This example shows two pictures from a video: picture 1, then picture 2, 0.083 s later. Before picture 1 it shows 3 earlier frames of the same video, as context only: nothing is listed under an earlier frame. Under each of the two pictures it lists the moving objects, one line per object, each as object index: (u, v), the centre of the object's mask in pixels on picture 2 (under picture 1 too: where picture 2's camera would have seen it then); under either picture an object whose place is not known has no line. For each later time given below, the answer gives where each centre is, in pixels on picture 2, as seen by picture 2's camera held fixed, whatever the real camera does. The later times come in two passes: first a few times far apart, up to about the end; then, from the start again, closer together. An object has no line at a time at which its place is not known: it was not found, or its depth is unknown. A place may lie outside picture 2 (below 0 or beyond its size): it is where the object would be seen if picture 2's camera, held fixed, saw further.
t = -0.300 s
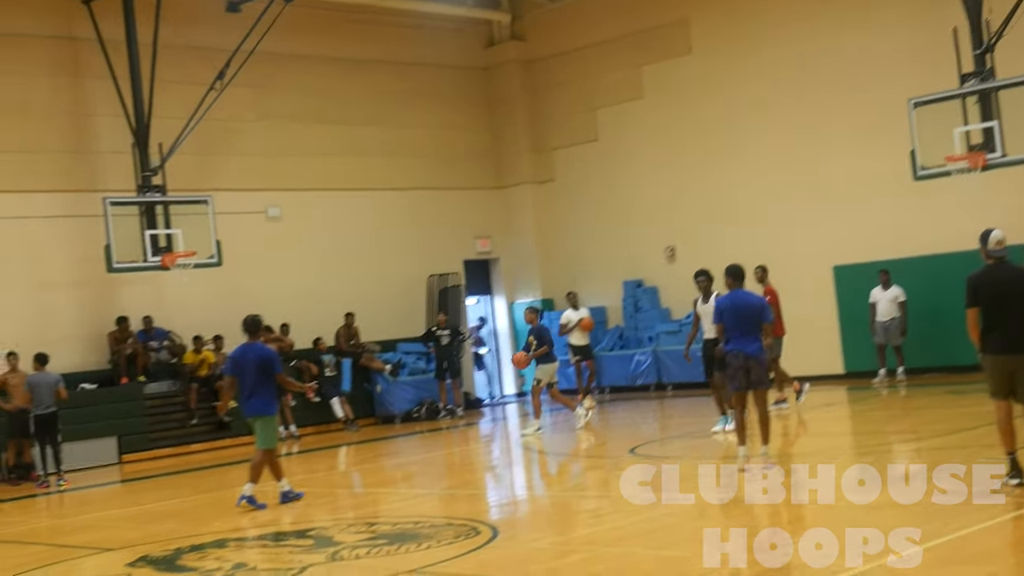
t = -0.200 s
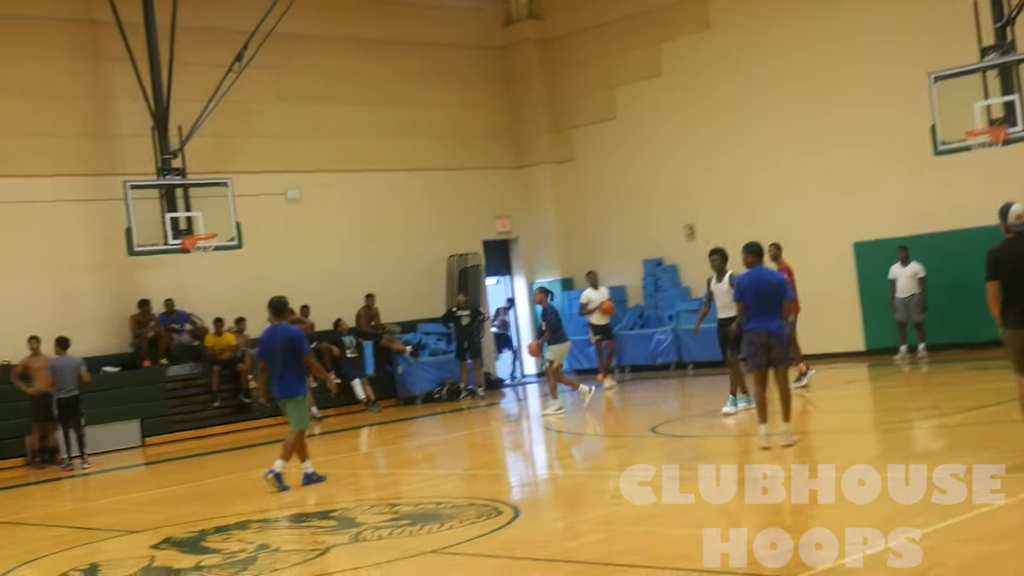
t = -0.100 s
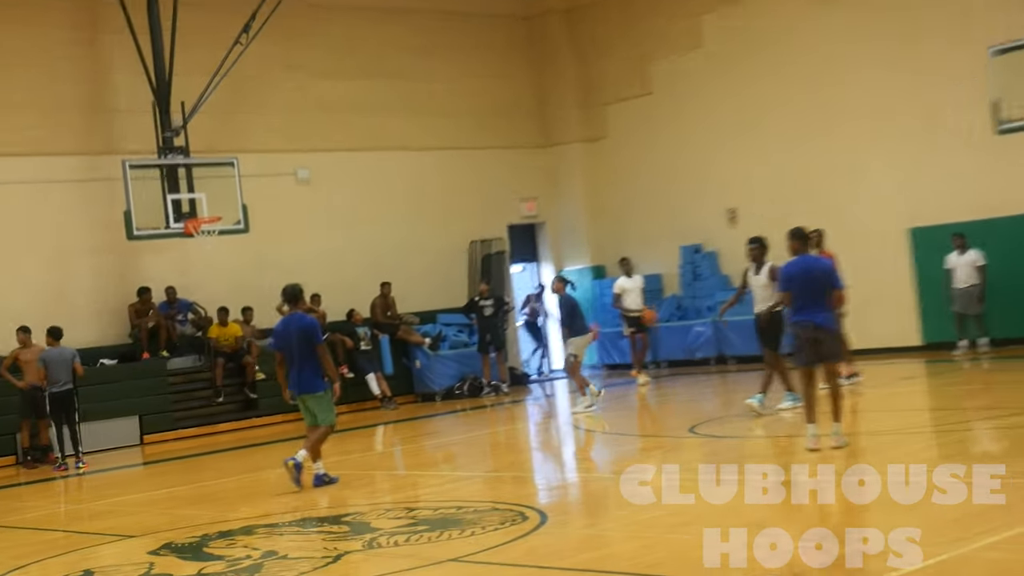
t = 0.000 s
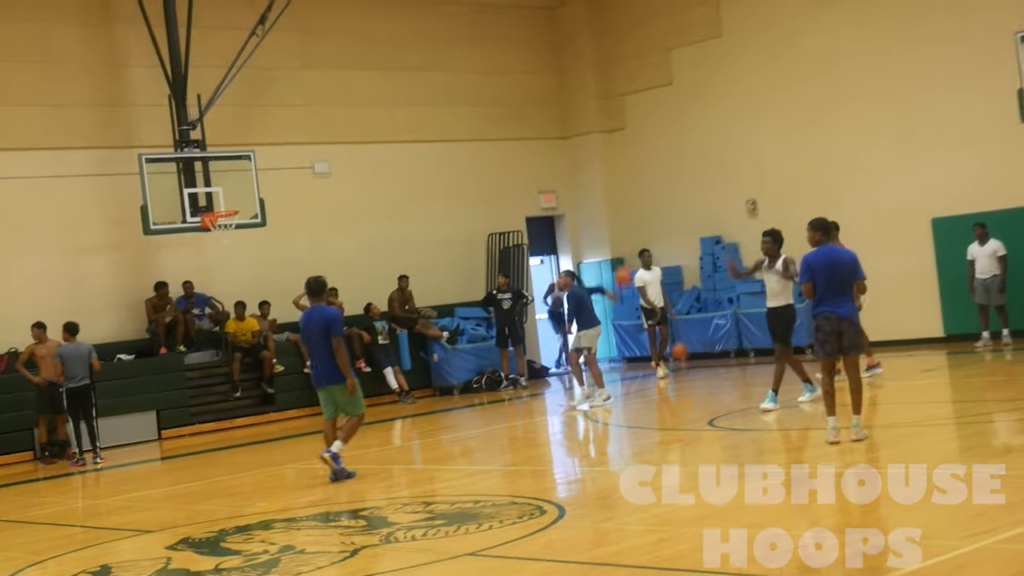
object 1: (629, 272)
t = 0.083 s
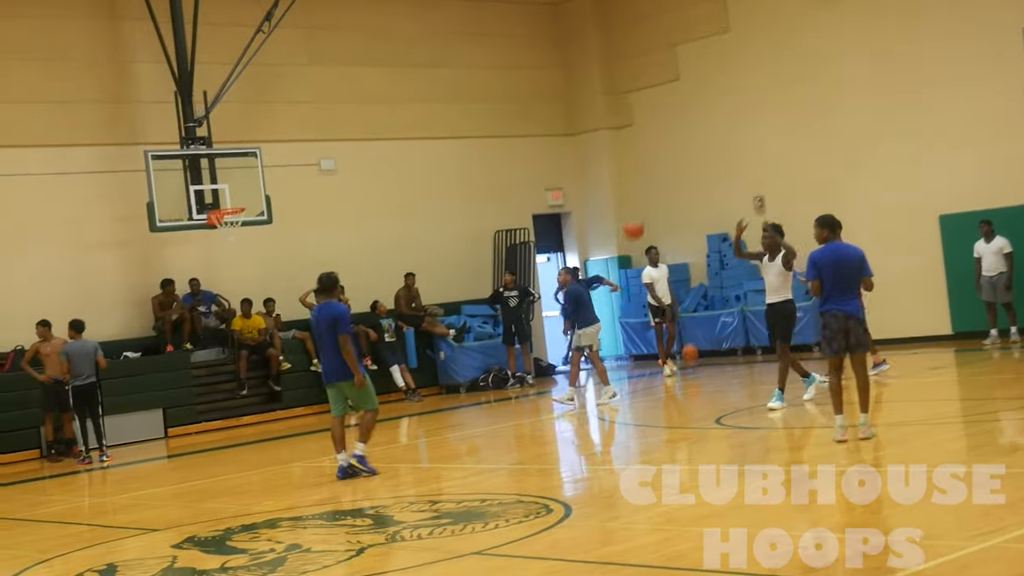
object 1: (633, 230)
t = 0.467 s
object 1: (662, 76)
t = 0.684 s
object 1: (690, 32)
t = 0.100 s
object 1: (634, 220)
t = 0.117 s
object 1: (635, 213)
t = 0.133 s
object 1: (636, 204)
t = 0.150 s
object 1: (636, 196)
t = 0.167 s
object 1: (637, 189)
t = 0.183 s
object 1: (638, 180)
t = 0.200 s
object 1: (639, 172)
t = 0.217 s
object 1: (640, 165)
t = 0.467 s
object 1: (662, 76)
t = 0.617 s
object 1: (682, 42)
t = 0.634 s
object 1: (685, 40)
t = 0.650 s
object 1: (688, 39)
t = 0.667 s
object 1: (689, 35)
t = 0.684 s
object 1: (690, 32)
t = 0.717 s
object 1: (695, 30)
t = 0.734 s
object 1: (698, 30)
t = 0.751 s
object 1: (702, 32)
